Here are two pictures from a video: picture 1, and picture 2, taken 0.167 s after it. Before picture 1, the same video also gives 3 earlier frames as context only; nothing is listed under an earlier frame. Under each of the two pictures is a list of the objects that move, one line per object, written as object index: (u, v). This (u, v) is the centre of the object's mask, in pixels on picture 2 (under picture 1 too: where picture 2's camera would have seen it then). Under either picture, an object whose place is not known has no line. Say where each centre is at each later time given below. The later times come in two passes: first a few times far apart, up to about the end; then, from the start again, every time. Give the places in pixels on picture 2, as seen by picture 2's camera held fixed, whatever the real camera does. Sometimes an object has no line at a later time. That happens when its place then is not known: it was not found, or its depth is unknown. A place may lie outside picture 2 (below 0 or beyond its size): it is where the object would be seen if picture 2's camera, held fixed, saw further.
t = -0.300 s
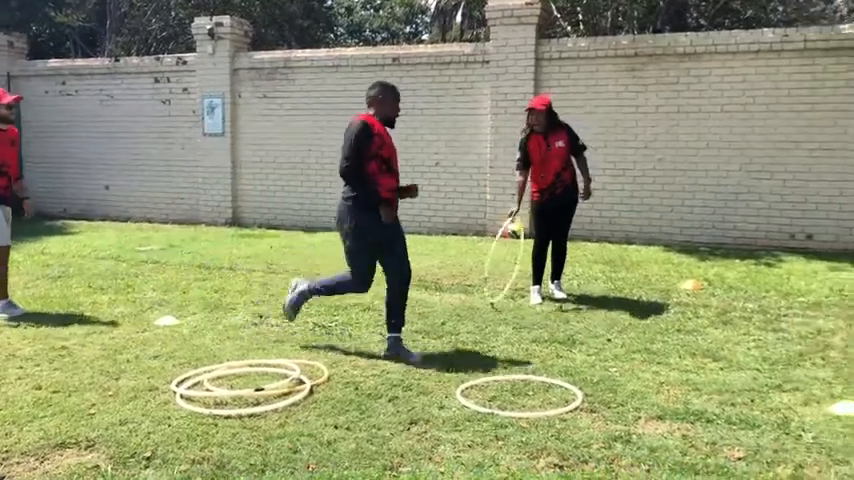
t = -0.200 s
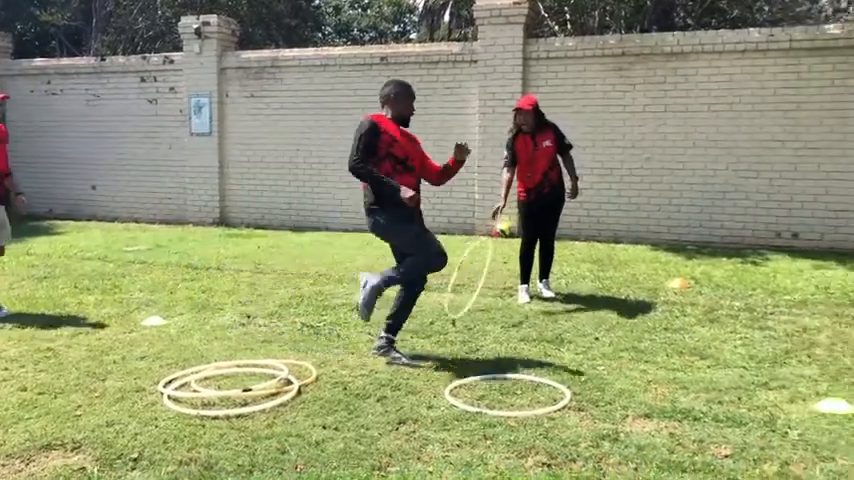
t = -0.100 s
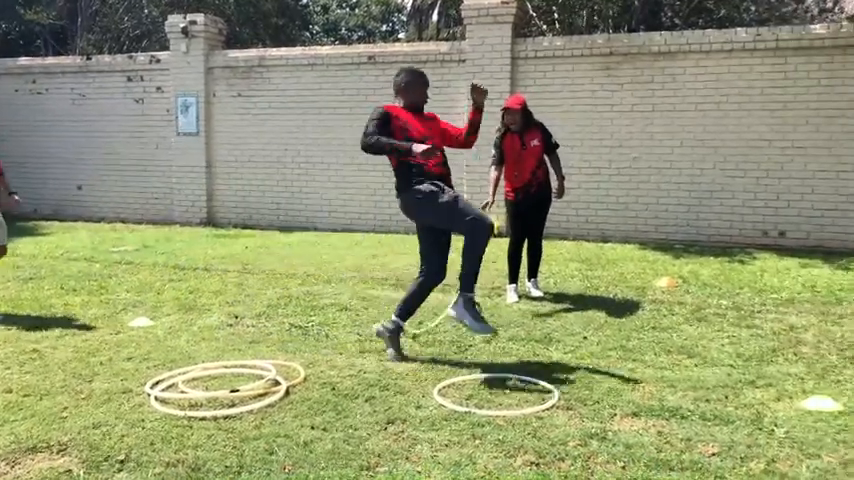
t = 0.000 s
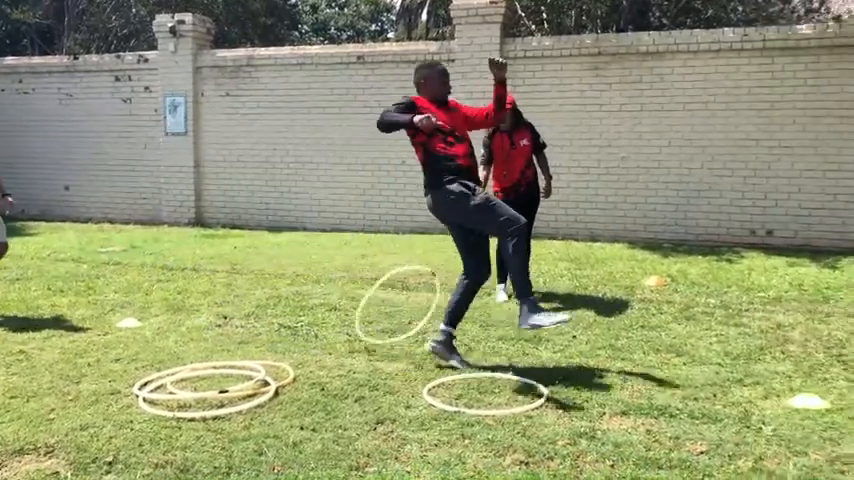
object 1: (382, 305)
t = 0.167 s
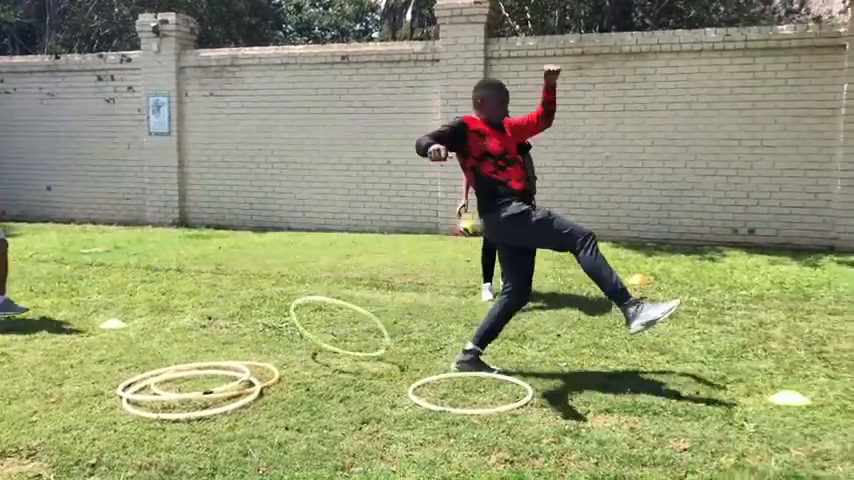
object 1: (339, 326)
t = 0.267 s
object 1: (327, 339)
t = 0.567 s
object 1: (303, 324)
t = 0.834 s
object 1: (293, 321)
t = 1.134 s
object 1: (301, 324)
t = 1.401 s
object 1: (324, 332)
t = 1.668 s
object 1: (343, 365)
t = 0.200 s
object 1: (333, 332)
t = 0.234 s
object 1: (332, 339)
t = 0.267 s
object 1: (327, 339)
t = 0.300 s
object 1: (324, 340)
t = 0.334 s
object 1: (322, 339)
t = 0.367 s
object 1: (319, 336)
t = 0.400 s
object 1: (317, 333)
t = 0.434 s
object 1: (314, 331)
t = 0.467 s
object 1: (311, 329)
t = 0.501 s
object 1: (308, 326)
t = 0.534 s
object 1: (306, 325)
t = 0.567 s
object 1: (303, 324)
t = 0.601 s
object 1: (301, 323)
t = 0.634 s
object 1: (299, 322)
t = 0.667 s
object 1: (298, 321)
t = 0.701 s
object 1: (296, 321)
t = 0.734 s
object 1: (295, 321)
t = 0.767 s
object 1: (294, 321)
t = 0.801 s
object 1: (293, 321)
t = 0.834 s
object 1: (293, 321)
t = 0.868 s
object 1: (293, 321)
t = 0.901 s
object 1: (293, 321)
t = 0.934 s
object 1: (293, 321)
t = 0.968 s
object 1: (293, 321)
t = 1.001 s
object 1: (294, 321)
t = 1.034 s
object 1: (295, 322)
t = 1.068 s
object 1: (297, 322)
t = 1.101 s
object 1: (298, 323)
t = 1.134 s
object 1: (301, 324)
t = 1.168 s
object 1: (303, 325)
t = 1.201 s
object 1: (306, 326)
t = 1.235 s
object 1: (308, 326)
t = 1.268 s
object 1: (311, 327)
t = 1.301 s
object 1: (314, 328)
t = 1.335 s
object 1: (317, 329)
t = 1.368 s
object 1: (320, 330)
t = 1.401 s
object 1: (324, 332)
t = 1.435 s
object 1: (327, 335)
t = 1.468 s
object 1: (330, 338)
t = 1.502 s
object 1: (334, 342)
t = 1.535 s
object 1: (337, 347)
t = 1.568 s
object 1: (340, 354)
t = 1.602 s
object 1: (342, 360)
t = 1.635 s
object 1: (344, 365)
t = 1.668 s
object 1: (343, 365)
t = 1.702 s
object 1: (343, 361)
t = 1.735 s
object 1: (341, 358)
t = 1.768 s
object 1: (341, 355)
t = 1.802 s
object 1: (341, 353)
